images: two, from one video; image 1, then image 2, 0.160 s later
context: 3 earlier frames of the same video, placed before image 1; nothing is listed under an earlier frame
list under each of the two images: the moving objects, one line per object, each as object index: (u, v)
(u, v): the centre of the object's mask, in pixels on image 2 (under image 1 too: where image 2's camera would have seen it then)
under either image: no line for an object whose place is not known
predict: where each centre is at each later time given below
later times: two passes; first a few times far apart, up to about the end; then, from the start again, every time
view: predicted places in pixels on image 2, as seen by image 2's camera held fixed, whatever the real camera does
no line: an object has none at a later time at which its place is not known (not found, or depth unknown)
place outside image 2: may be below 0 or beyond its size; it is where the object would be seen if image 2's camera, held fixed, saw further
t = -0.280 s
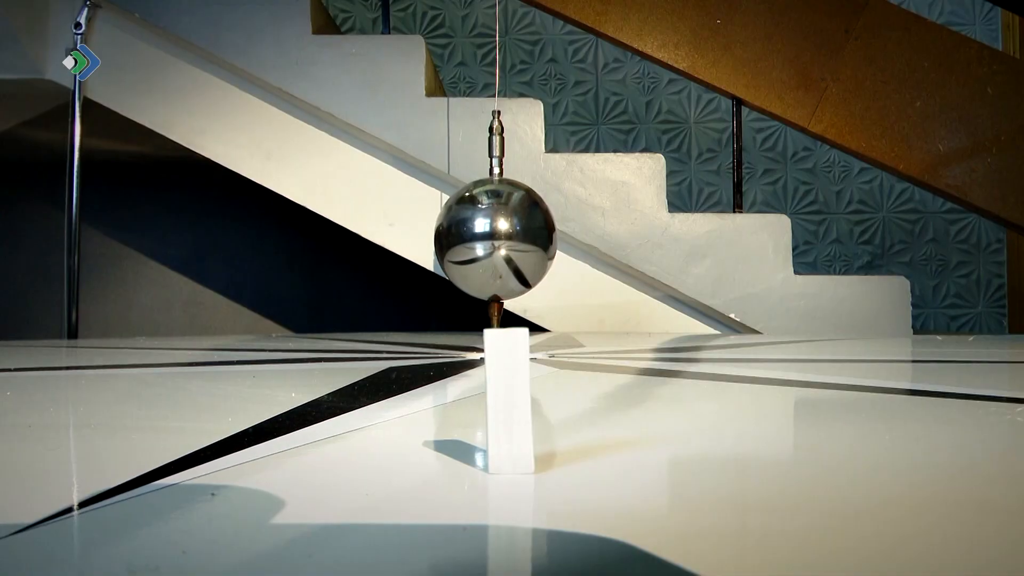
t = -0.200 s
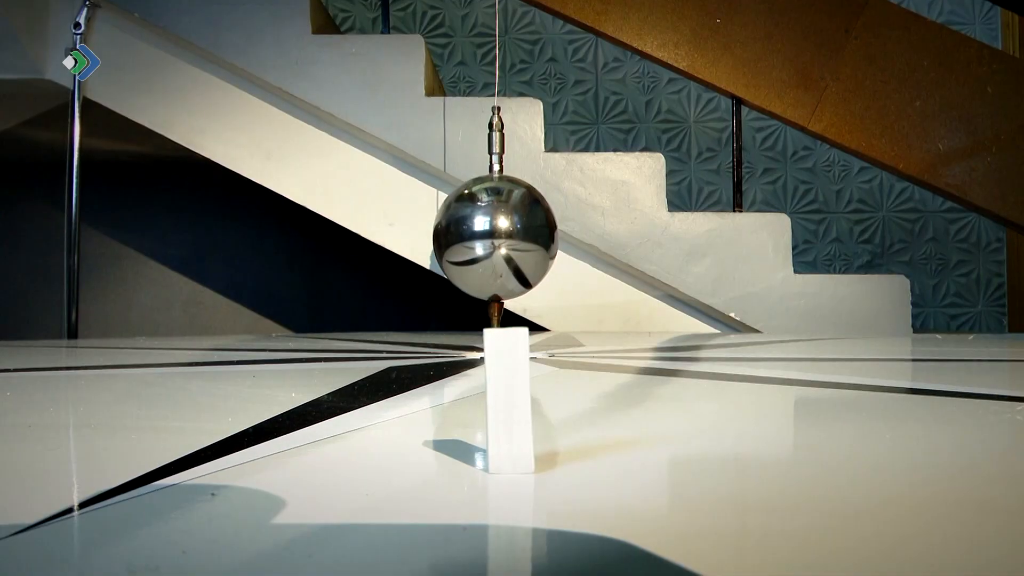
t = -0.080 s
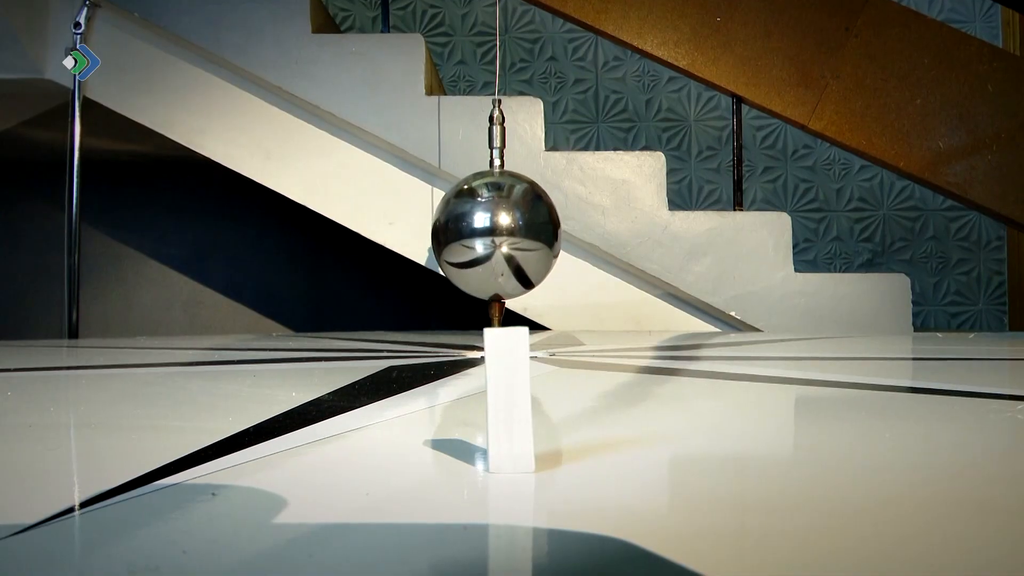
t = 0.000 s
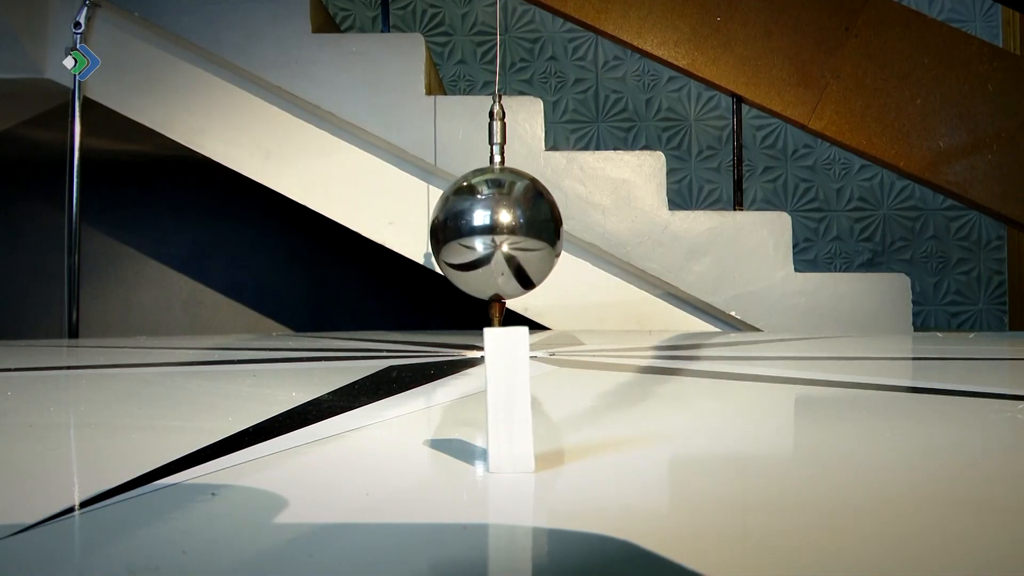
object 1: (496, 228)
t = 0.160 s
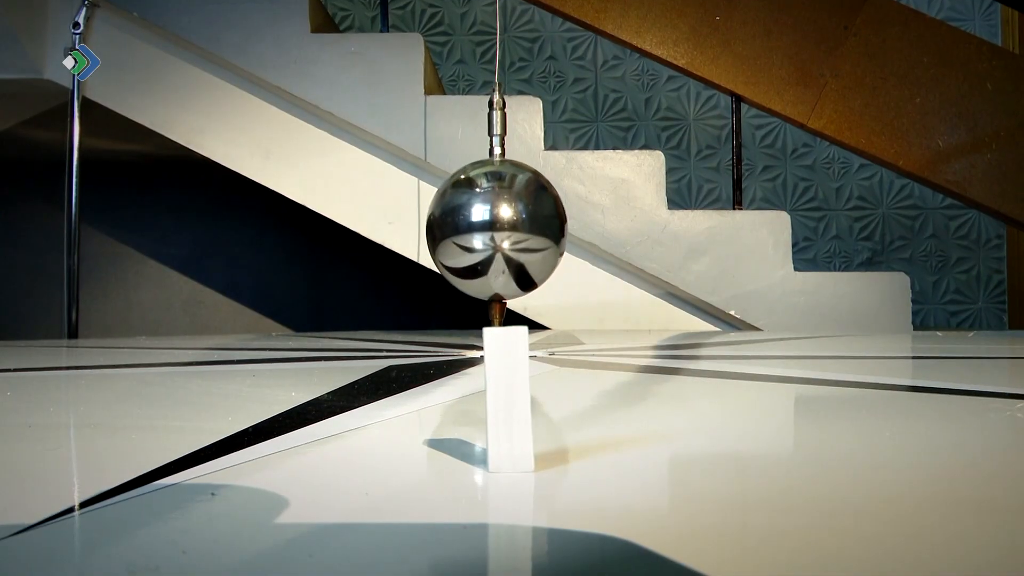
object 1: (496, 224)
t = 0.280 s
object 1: (497, 221)
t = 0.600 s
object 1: (500, 208)
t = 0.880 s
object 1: (503, 192)
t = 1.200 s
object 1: (508, 169)
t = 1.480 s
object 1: (515, 140)
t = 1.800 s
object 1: (525, 126)
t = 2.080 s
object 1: (536, 120)
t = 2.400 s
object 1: (549, 116)
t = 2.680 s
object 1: (556, 115)
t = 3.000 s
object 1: (554, 116)
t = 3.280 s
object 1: (545, 119)
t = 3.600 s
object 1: (533, 125)
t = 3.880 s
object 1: (523, 135)
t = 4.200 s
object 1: (515, 163)
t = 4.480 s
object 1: (509, 184)
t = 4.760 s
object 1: (505, 203)
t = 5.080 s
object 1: (501, 218)
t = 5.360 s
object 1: (499, 226)
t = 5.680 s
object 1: (497, 231)
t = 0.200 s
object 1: (497, 223)
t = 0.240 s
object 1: (497, 222)
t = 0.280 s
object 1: (497, 221)
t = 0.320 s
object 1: (498, 220)
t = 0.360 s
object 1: (498, 218)
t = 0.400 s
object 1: (498, 217)
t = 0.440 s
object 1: (499, 215)
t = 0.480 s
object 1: (499, 213)
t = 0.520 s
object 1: (499, 212)
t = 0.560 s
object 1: (500, 210)
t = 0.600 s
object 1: (500, 208)
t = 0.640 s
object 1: (500, 206)
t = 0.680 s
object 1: (501, 204)
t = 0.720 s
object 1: (501, 202)
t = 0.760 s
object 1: (501, 200)
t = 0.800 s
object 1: (502, 197)
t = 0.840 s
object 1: (502, 194)
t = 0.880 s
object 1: (503, 192)
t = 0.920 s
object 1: (503, 189)
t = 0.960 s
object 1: (504, 186)
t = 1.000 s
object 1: (505, 183)
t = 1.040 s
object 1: (505, 181)
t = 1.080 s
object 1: (506, 178)
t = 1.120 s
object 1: (507, 175)
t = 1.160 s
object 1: (507, 172)
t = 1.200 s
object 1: (508, 169)
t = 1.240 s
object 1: (509, 165)
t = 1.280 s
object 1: (510, 161)
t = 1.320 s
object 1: (511, 157)
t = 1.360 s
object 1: (512, 152)
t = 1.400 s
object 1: (513, 147)
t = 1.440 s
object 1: (514, 144)
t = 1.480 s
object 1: (515, 140)
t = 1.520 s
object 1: (515, 138)
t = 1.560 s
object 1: (517, 136)
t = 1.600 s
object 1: (518, 133)
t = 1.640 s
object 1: (519, 132)
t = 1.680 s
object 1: (521, 130)
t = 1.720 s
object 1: (522, 129)
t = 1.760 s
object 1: (523, 128)
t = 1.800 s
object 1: (525, 126)
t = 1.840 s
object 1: (526, 125)
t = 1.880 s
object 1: (528, 124)
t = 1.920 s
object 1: (529, 123)
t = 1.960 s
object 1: (531, 122)
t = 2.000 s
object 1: (533, 122)
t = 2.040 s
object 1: (534, 121)
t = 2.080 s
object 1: (536, 120)
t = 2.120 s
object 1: (538, 119)
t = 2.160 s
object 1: (540, 119)
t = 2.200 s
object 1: (541, 118)
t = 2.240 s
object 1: (543, 118)
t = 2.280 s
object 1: (545, 118)
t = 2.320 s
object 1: (546, 117)
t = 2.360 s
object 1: (548, 117)
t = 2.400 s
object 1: (549, 116)
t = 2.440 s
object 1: (550, 116)
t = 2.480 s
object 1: (551, 116)
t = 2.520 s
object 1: (553, 116)
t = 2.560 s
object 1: (553, 116)
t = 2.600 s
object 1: (554, 116)
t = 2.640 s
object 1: (555, 115)
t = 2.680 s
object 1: (556, 115)
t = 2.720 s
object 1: (556, 115)
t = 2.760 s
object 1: (556, 115)
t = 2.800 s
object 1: (556, 115)
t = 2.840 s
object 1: (556, 115)
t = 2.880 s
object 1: (556, 116)
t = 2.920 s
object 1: (555, 116)
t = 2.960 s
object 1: (555, 116)
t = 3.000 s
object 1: (554, 116)
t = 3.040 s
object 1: (553, 117)
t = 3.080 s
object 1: (552, 117)
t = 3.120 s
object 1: (551, 117)
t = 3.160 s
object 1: (550, 118)
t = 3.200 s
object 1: (548, 118)
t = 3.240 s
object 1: (547, 119)
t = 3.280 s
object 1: (545, 119)
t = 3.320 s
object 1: (544, 120)
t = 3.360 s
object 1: (542, 120)
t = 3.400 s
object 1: (541, 121)
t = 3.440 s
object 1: (539, 122)
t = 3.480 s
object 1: (537, 123)
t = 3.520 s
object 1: (536, 123)
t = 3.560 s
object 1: (534, 124)
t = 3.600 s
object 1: (533, 125)
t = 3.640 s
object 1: (532, 126)
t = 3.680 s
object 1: (530, 127)
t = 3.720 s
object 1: (528, 128)
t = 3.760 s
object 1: (527, 130)
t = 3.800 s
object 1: (526, 131)
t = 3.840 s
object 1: (525, 133)
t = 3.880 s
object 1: (523, 135)
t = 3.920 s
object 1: (522, 137)
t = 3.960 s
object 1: (521, 139)
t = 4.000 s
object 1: (520, 142)
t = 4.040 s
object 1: (519, 145)
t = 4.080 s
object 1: (518, 149)
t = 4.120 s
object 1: (517, 154)
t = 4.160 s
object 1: (516, 158)
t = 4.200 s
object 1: (515, 163)
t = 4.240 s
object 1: (514, 166)
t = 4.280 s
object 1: (513, 170)
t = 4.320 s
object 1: (512, 173)
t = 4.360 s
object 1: (511, 176)
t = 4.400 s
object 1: (511, 179)
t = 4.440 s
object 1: (510, 182)
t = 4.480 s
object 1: (509, 184)
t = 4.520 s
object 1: (509, 188)
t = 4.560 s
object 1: (508, 190)
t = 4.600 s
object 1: (507, 192)
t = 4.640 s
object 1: (507, 195)
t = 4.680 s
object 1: (506, 198)
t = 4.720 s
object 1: (505, 201)
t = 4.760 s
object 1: (505, 203)
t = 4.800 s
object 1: (505, 205)
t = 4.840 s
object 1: (504, 207)
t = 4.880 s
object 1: (504, 209)
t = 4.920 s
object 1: (503, 210)
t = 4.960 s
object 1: (503, 212)
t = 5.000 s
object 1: (502, 214)
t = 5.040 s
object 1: (502, 216)
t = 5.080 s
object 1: (501, 218)
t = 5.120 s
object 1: (501, 219)
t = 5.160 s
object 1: (501, 220)
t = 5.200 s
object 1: (501, 222)
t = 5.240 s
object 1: (500, 223)
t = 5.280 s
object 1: (500, 224)
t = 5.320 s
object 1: (500, 224)
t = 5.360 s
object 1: (499, 226)
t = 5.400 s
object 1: (499, 227)
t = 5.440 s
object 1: (499, 228)
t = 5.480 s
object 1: (498, 228)
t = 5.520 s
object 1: (498, 229)
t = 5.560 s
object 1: (498, 229)
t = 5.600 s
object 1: (498, 230)
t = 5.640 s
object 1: (497, 231)
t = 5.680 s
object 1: (497, 231)
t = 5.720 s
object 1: (497, 232)
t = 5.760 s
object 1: (497, 232)
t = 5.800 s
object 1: (497, 233)
